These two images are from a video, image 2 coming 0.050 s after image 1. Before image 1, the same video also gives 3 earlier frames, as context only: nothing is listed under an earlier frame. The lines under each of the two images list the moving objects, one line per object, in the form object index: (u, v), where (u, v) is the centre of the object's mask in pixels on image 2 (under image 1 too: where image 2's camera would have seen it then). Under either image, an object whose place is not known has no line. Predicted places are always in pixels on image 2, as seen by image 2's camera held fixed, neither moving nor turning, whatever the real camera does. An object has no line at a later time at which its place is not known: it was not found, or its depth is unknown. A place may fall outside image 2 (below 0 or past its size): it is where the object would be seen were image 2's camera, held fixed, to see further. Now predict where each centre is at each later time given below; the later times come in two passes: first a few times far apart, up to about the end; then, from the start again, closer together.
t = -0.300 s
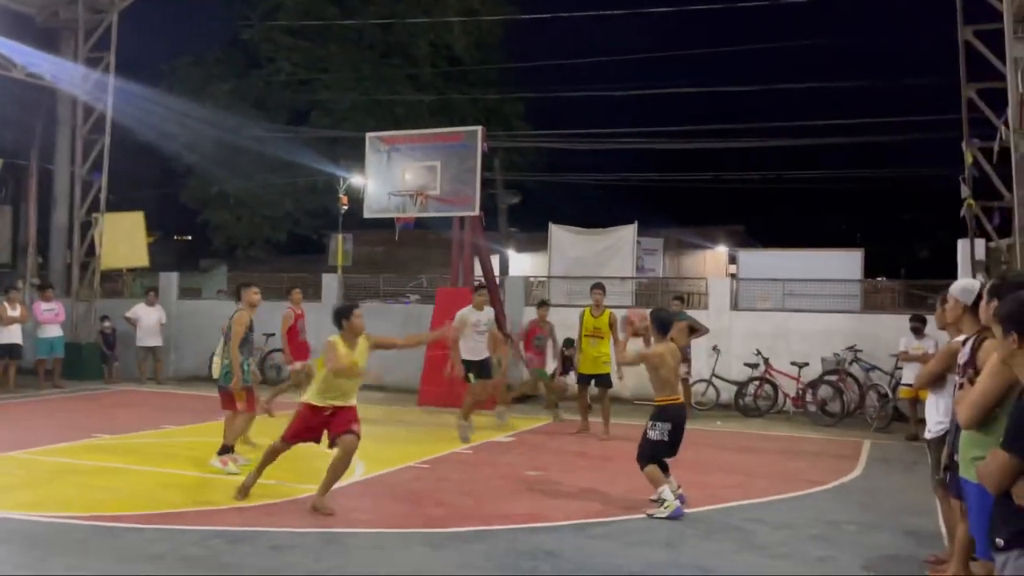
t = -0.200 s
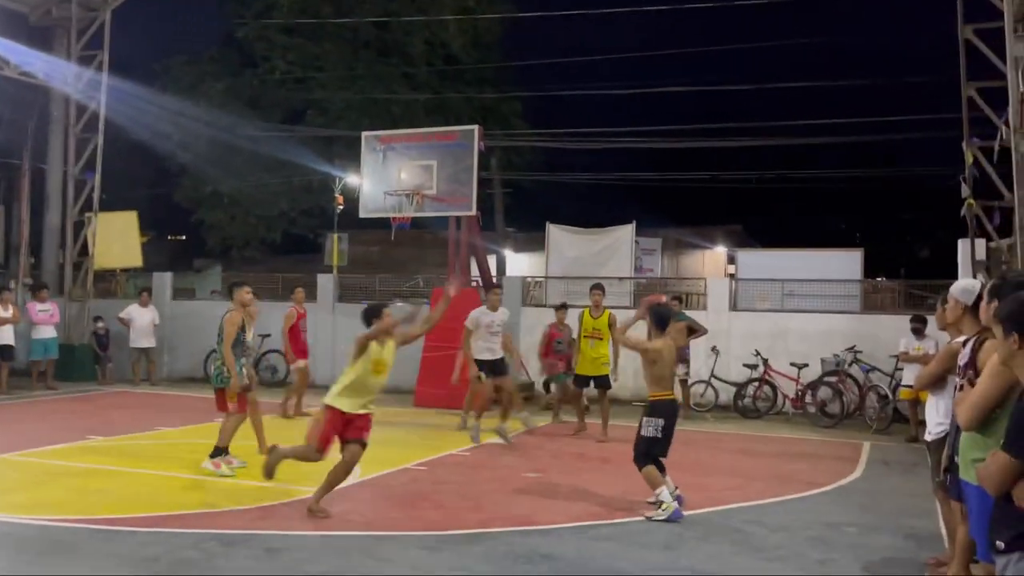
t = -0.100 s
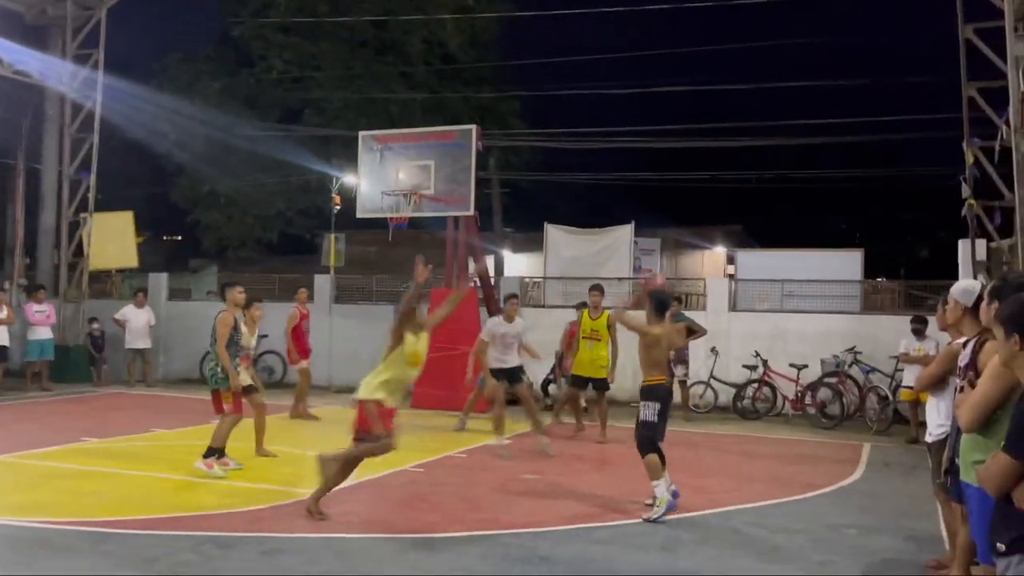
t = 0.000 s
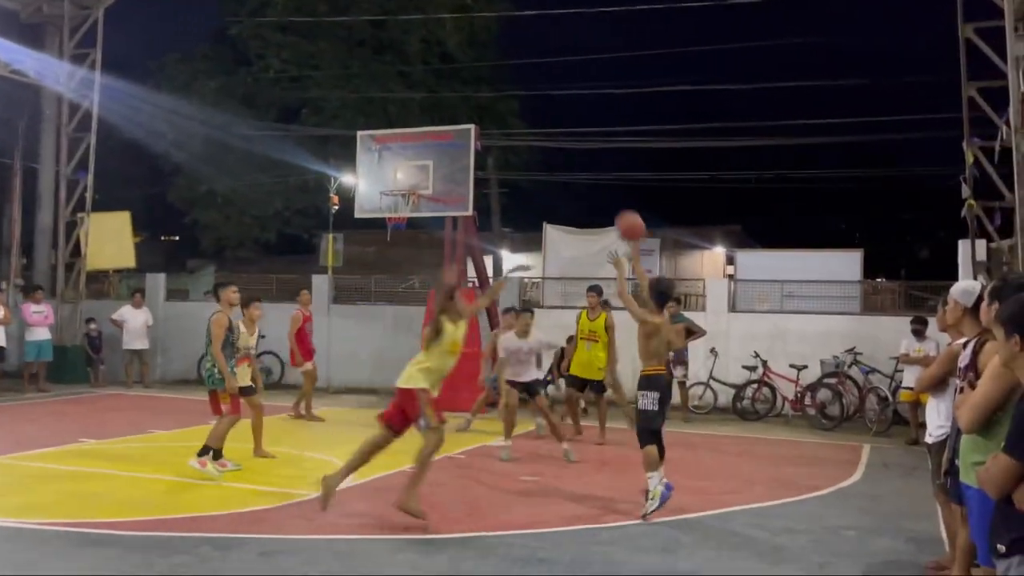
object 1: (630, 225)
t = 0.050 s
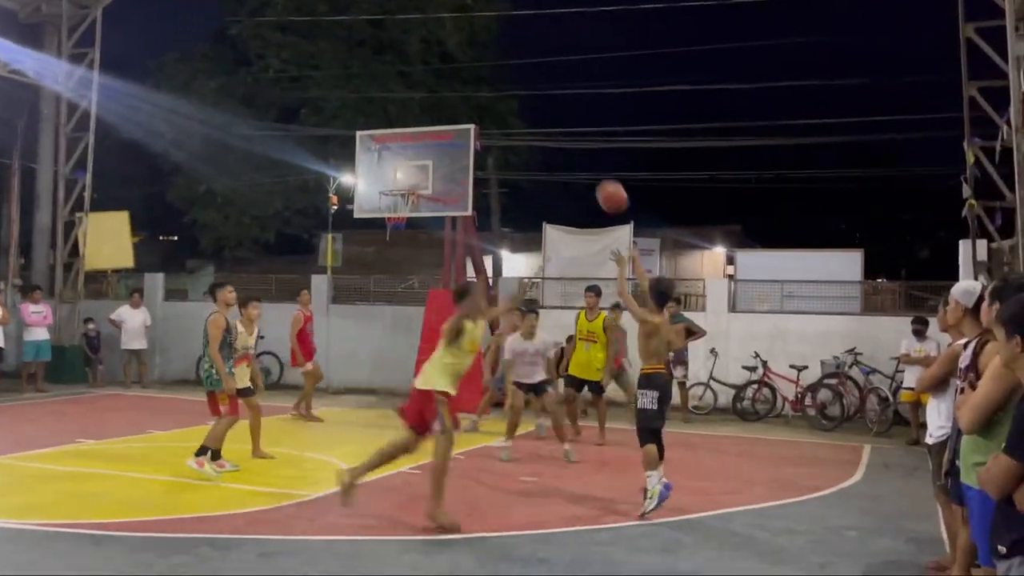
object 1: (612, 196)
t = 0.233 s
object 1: (554, 116)
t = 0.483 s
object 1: (495, 81)
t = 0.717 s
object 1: (451, 101)
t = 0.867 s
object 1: (426, 132)
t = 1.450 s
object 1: (400, 205)
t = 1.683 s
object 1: (411, 227)
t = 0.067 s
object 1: (606, 187)
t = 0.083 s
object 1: (600, 177)
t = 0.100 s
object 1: (595, 169)
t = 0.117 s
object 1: (590, 161)
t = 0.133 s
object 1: (584, 153)
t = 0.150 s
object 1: (579, 146)
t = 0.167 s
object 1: (574, 140)
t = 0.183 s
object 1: (569, 132)
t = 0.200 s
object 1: (564, 127)
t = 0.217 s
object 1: (559, 122)
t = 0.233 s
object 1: (554, 116)
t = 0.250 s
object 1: (550, 112)
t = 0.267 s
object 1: (545, 107)
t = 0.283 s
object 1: (541, 104)
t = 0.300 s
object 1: (536, 100)
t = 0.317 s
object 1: (532, 97)
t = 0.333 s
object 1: (528, 94)
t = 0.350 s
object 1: (524, 91)
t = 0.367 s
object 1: (520, 89)
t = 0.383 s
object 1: (516, 87)
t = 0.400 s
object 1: (513, 86)
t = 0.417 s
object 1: (509, 84)
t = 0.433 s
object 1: (505, 83)
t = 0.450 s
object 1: (502, 82)
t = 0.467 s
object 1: (498, 81)
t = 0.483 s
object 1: (495, 81)
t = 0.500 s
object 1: (491, 81)
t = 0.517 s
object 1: (488, 82)
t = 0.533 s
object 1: (484, 82)
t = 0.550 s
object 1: (481, 83)
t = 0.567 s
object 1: (478, 83)
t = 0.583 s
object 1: (475, 84)
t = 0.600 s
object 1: (471, 86)
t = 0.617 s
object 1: (468, 88)
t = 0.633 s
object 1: (465, 89)
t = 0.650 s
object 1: (462, 91)
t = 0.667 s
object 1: (459, 93)
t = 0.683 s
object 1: (456, 96)
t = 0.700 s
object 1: (453, 98)
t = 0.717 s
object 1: (451, 101)
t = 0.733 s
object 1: (448, 104)
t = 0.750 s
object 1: (445, 107)
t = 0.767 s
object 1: (442, 110)
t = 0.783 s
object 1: (439, 113)
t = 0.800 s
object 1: (437, 116)
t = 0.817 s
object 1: (434, 120)
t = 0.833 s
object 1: (431, 124)
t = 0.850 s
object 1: (429, 128)
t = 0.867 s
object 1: (426, 132)
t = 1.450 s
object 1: (400, 205)
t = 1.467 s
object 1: (401, 206)
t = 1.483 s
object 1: (401, 208)
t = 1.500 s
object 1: (402, 209)
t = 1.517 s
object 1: (404, 210)
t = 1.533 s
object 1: (404, 214)
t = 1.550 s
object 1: (405, 214)
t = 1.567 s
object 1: (406, 215)
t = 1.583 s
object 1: (407, 218)
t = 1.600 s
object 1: (408, 219)
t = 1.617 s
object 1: (409, 221)
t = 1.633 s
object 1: (409, 223)
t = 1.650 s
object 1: (409, 224)
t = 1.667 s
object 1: (409, 224)
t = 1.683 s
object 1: (411, 227)
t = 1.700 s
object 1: (411, 231)
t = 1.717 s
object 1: (412, 235)
